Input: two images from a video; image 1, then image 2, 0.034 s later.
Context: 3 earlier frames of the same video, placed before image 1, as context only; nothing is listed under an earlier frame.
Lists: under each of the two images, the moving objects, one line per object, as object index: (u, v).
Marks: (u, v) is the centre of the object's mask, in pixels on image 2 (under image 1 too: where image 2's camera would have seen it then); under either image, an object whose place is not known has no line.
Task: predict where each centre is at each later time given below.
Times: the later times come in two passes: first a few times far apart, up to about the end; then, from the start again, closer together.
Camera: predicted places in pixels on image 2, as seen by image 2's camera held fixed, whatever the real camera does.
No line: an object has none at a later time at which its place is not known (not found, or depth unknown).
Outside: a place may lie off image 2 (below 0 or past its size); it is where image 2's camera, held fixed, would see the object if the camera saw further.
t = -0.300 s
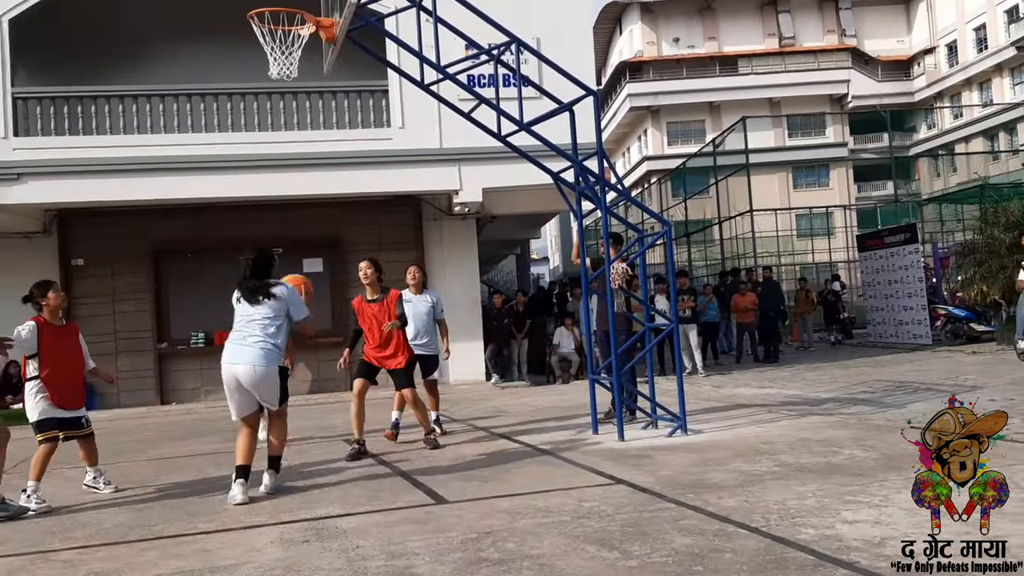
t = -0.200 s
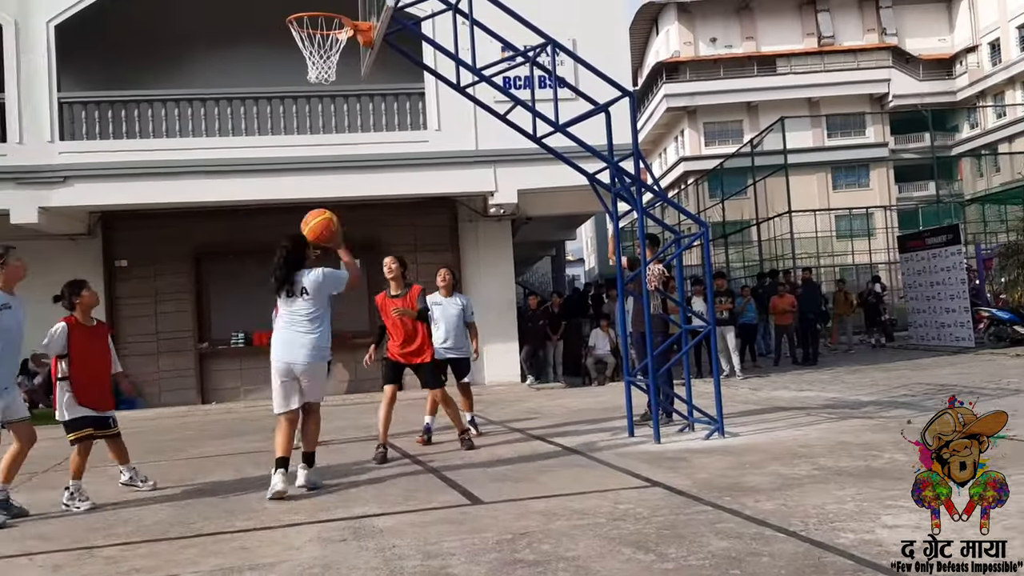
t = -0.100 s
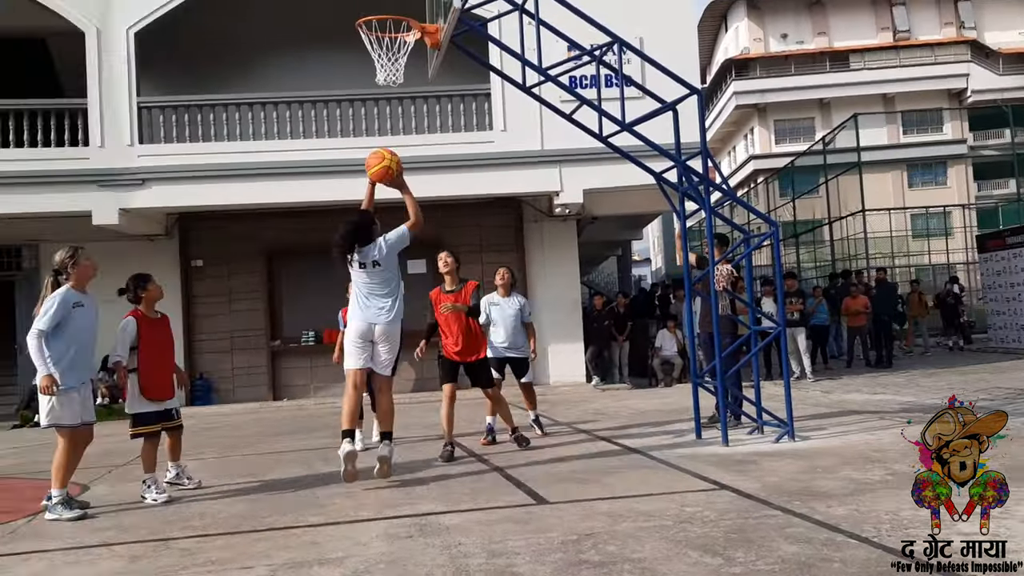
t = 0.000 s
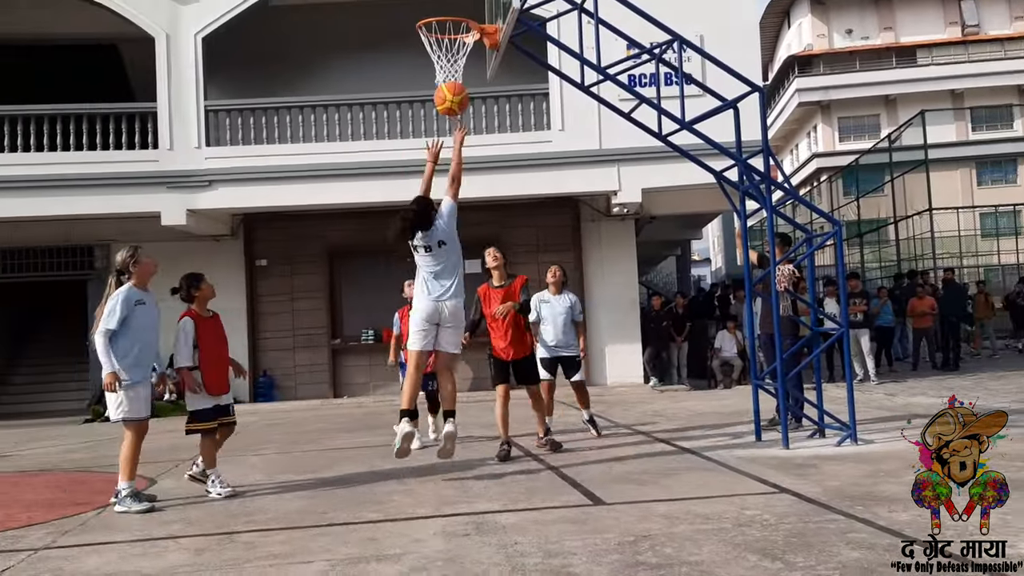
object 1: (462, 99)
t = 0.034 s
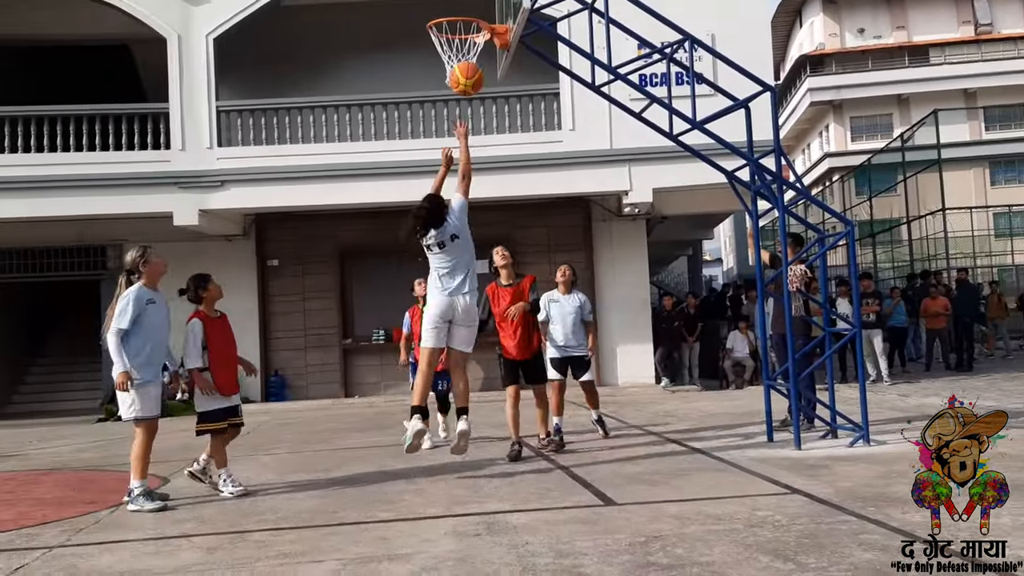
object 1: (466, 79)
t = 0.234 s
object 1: (489, 3)
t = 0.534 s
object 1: (467, 2)
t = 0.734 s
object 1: (450, 60)
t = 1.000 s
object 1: (464, 119)
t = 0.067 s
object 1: (470, 60)
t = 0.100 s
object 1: (473, 42)
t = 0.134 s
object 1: (477, 27)
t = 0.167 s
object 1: (482, 14)
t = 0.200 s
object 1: (485, 8)
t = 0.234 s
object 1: (489, 3)
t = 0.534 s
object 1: (467, 2)
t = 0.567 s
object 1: (464, 5)
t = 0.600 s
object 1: (459, 12)
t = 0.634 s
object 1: (456, 26)
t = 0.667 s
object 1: (453, 38)
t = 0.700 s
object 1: (451, 52)
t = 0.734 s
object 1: (450, 60)
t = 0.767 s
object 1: (450, 67)
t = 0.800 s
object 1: (451, 72)
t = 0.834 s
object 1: (453, 78)
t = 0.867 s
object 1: (455, 85)
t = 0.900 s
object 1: (457, 91)
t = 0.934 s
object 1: (459, 98)
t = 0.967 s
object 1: (461, 107)
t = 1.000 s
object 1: (464, 119)
